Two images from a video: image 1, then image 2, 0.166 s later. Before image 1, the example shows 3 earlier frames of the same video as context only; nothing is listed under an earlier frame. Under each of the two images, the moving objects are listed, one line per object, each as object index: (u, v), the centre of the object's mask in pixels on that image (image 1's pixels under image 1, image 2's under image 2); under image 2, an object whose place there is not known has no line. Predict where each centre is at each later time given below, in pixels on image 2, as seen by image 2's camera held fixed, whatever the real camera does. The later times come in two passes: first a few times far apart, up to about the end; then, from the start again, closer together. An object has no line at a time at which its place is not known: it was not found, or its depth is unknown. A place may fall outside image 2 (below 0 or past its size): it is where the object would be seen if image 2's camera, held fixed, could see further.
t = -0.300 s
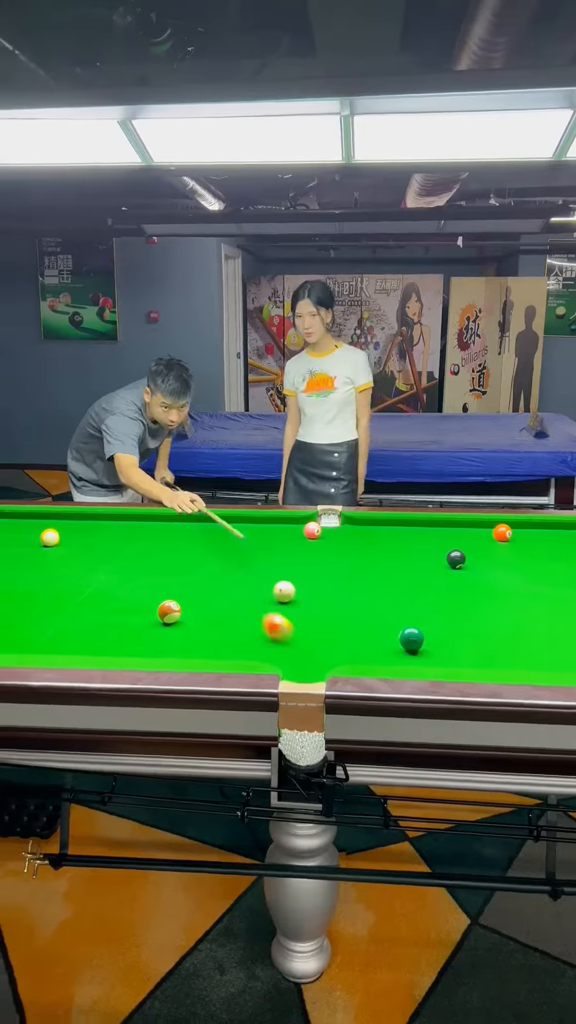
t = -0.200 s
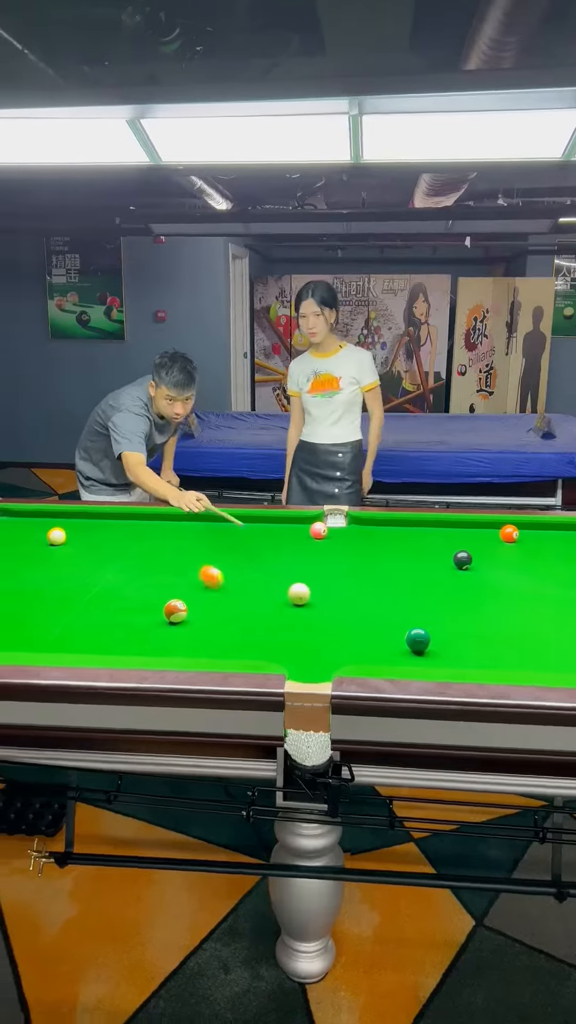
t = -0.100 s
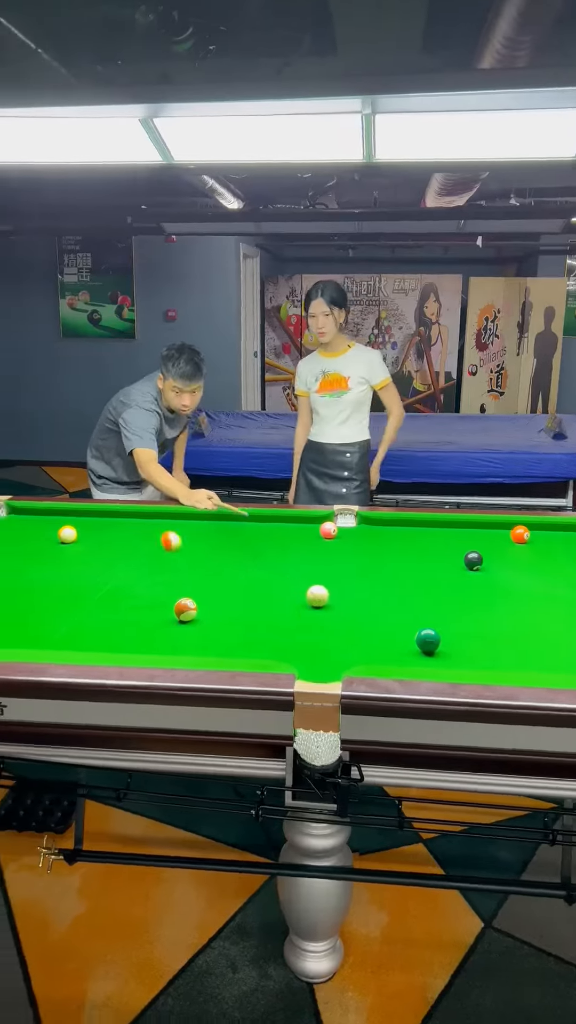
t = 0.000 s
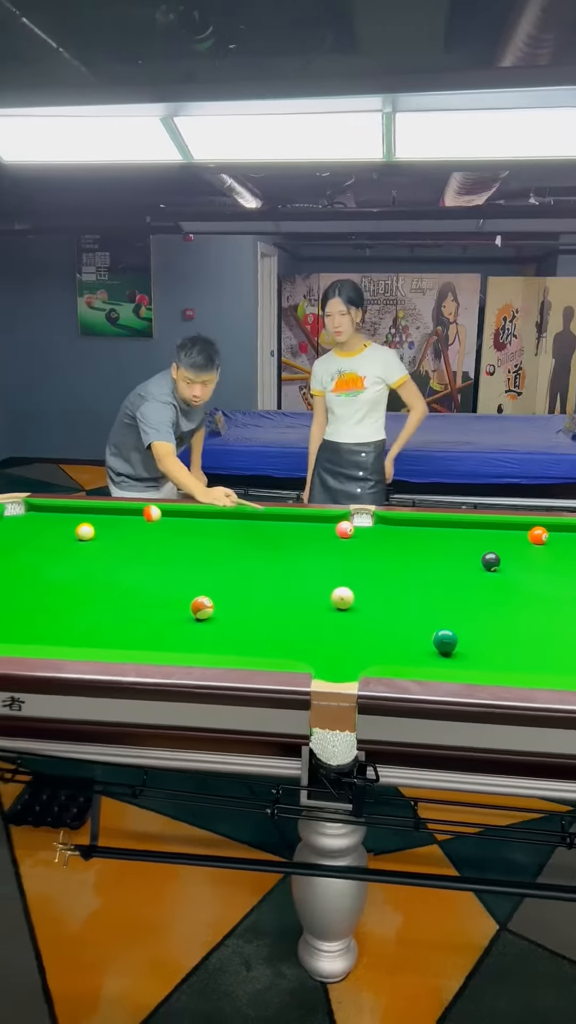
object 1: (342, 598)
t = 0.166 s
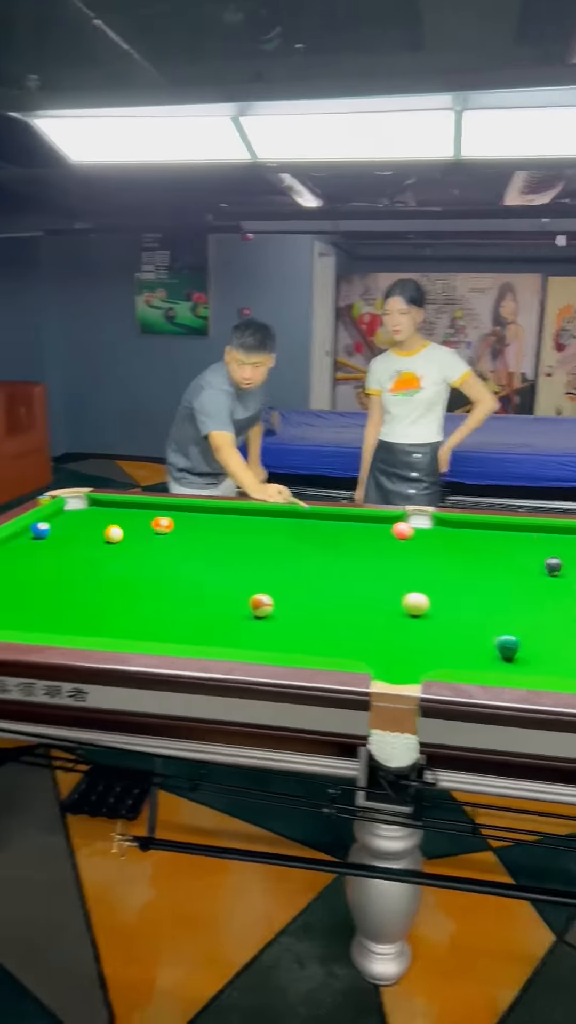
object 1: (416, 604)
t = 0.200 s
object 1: (418, 605)
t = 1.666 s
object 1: (519, 634)
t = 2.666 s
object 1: (540, 643)
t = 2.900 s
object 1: (540, 643)
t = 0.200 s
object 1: (418, 605)
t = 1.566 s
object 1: (513, 631)
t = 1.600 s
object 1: (515, 632)
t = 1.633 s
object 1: (518, 633)
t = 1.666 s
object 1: (519, 634)
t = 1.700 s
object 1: (521, 636)
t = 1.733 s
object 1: (522, 637)
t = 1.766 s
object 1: (524, 637)
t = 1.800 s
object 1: (525, 638)
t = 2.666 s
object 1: (540, 643)
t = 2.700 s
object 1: (540, 643)
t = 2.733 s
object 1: (540, 643)
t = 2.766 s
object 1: (540, 643)
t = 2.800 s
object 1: (540, 643)
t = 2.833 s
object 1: (540, 643)
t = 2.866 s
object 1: (540, 643)
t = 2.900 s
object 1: (540, 643)
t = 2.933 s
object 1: (540, 643)
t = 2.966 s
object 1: (540, 643)
